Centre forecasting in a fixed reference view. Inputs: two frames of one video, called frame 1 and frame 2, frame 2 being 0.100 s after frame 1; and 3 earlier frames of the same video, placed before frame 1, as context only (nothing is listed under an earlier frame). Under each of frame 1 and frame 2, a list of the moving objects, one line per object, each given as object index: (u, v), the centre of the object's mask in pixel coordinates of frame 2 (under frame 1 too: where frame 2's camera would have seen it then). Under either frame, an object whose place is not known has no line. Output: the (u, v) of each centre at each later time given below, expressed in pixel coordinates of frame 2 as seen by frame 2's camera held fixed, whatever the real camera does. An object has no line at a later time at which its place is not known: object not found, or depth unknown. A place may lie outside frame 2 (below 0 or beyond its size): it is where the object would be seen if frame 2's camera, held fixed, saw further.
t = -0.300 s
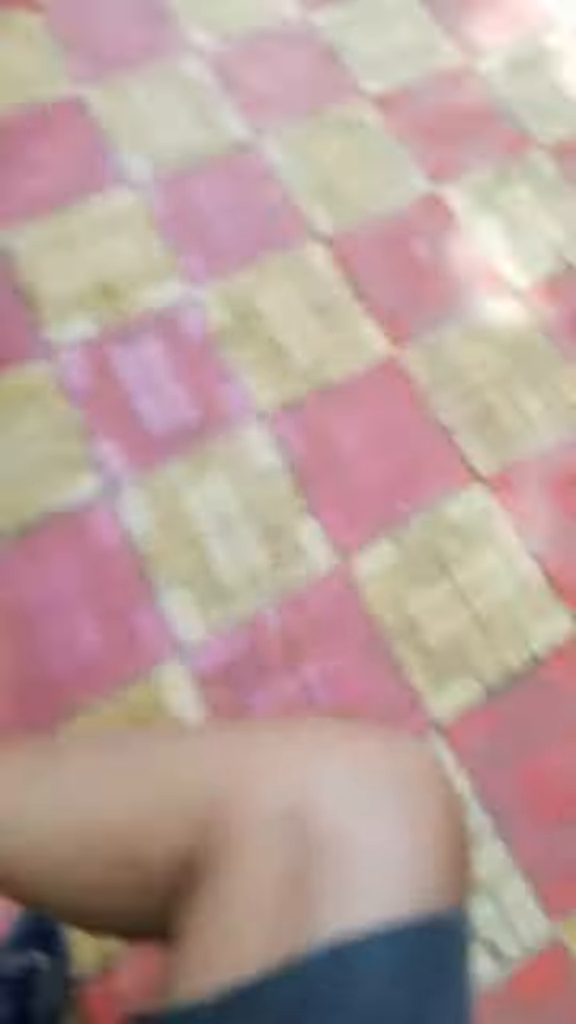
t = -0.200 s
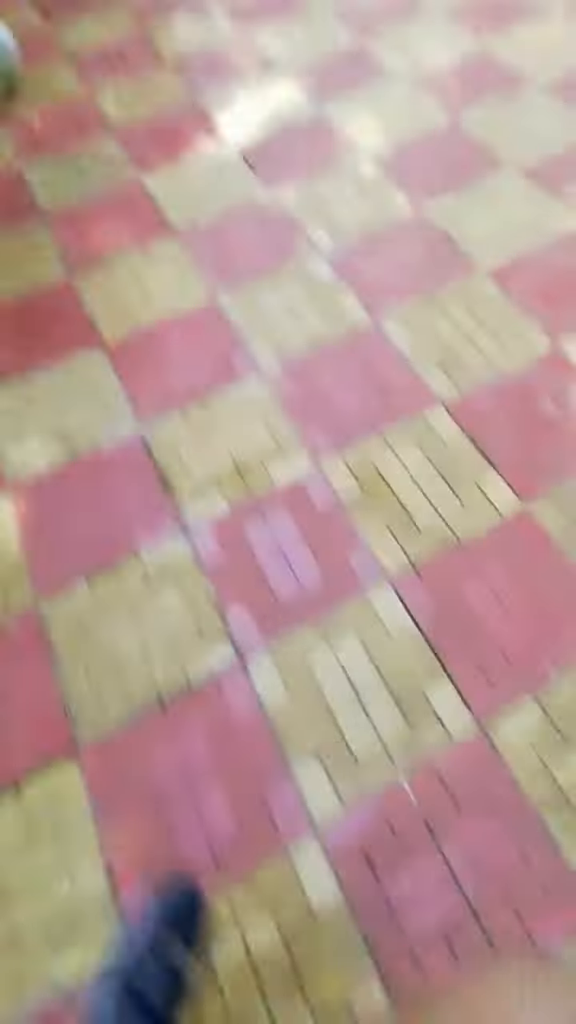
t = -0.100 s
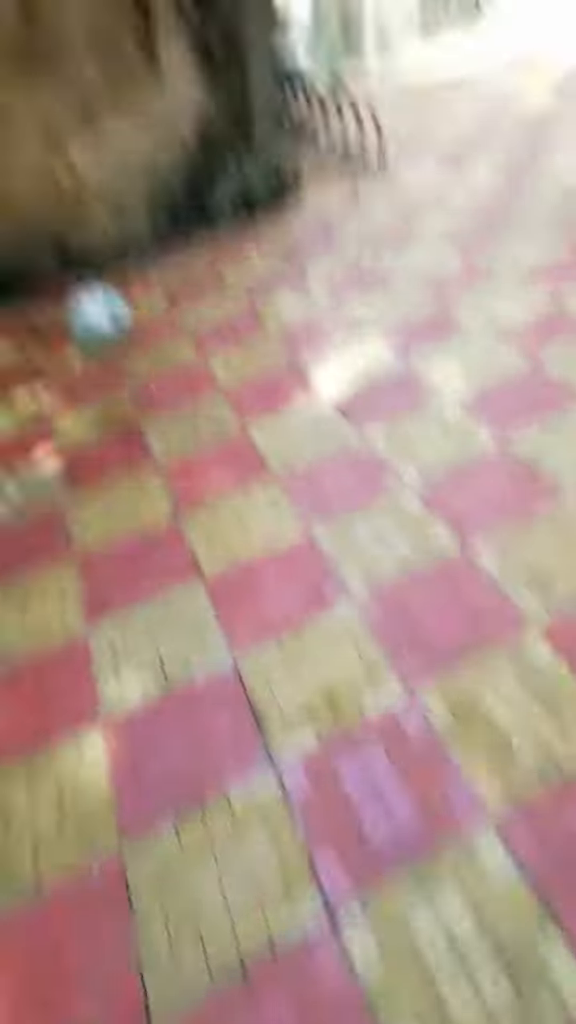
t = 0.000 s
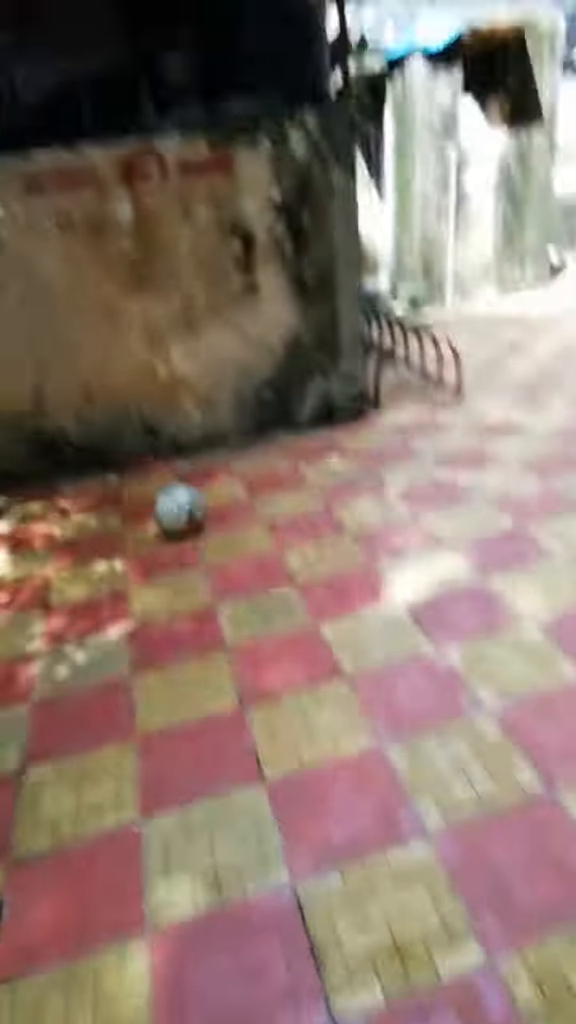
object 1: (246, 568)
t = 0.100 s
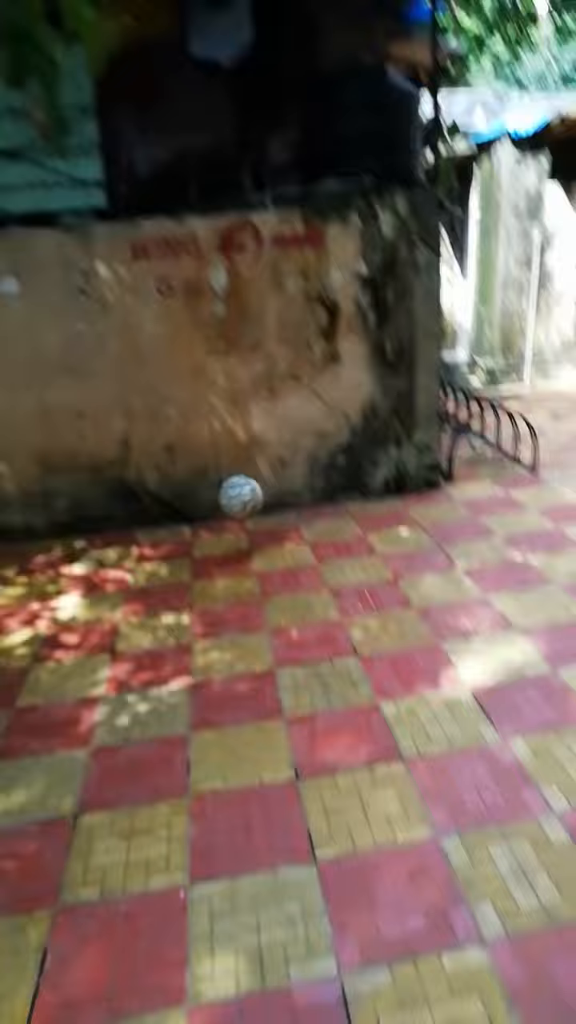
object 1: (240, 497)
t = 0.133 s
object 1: (239, 482)
